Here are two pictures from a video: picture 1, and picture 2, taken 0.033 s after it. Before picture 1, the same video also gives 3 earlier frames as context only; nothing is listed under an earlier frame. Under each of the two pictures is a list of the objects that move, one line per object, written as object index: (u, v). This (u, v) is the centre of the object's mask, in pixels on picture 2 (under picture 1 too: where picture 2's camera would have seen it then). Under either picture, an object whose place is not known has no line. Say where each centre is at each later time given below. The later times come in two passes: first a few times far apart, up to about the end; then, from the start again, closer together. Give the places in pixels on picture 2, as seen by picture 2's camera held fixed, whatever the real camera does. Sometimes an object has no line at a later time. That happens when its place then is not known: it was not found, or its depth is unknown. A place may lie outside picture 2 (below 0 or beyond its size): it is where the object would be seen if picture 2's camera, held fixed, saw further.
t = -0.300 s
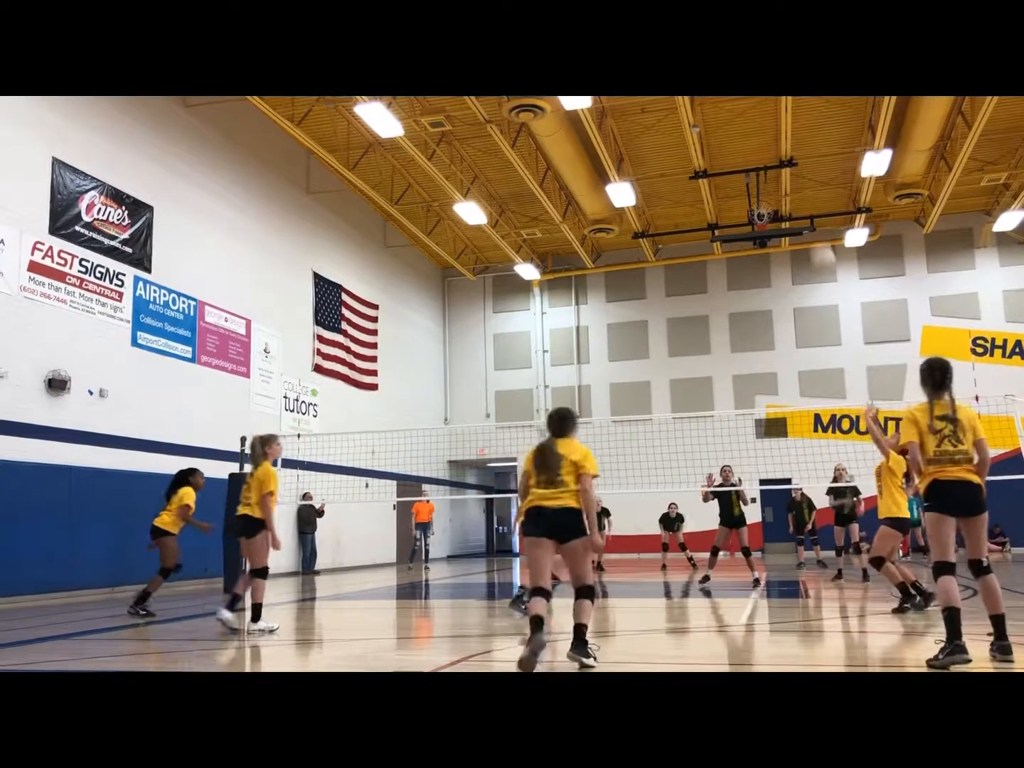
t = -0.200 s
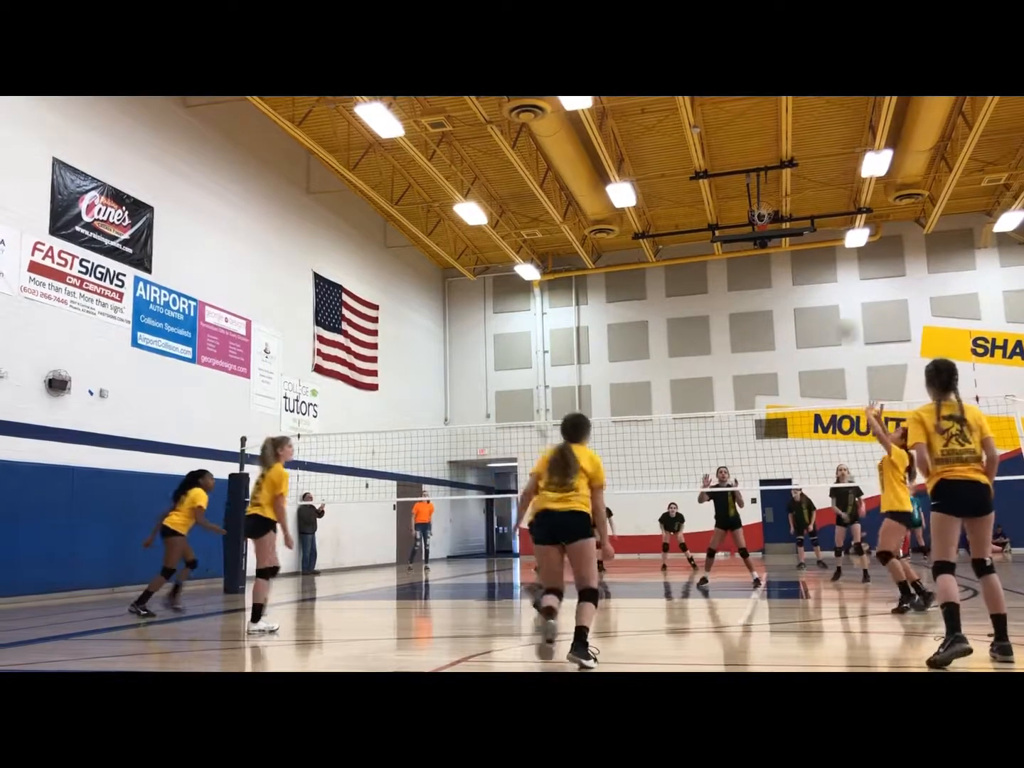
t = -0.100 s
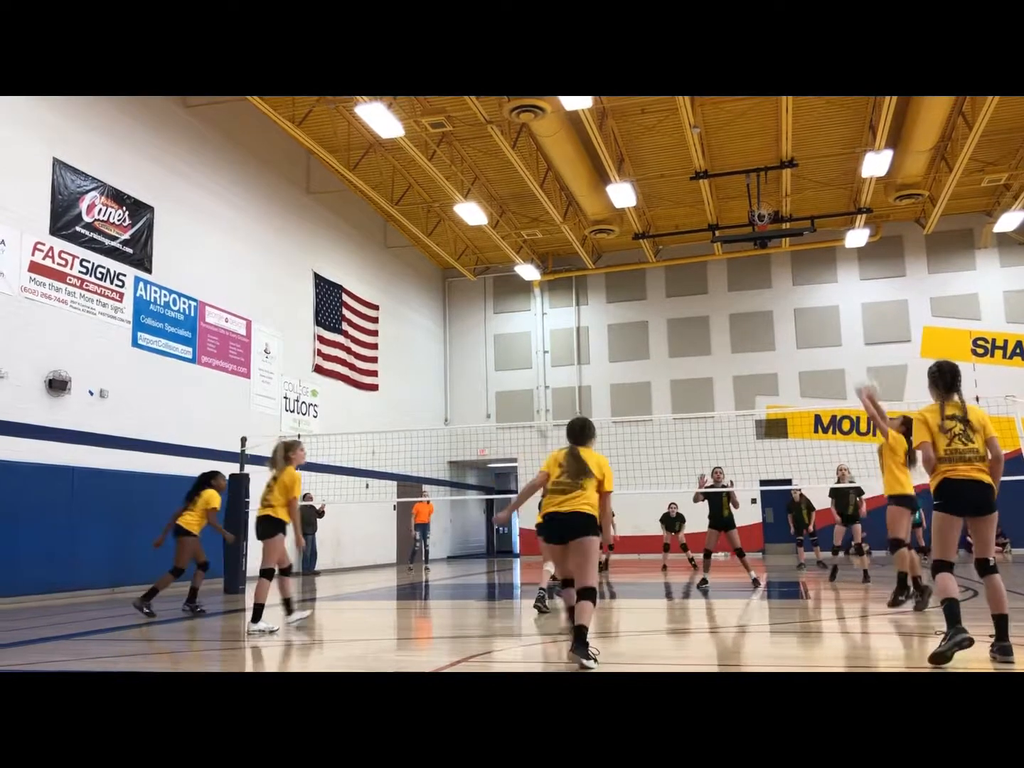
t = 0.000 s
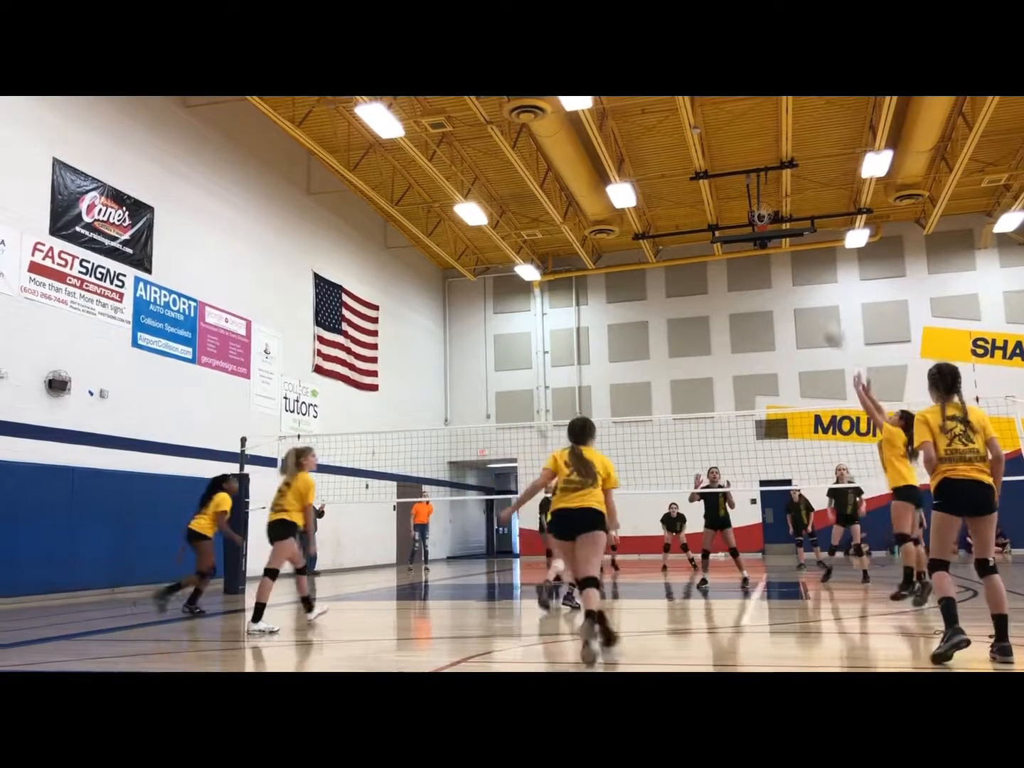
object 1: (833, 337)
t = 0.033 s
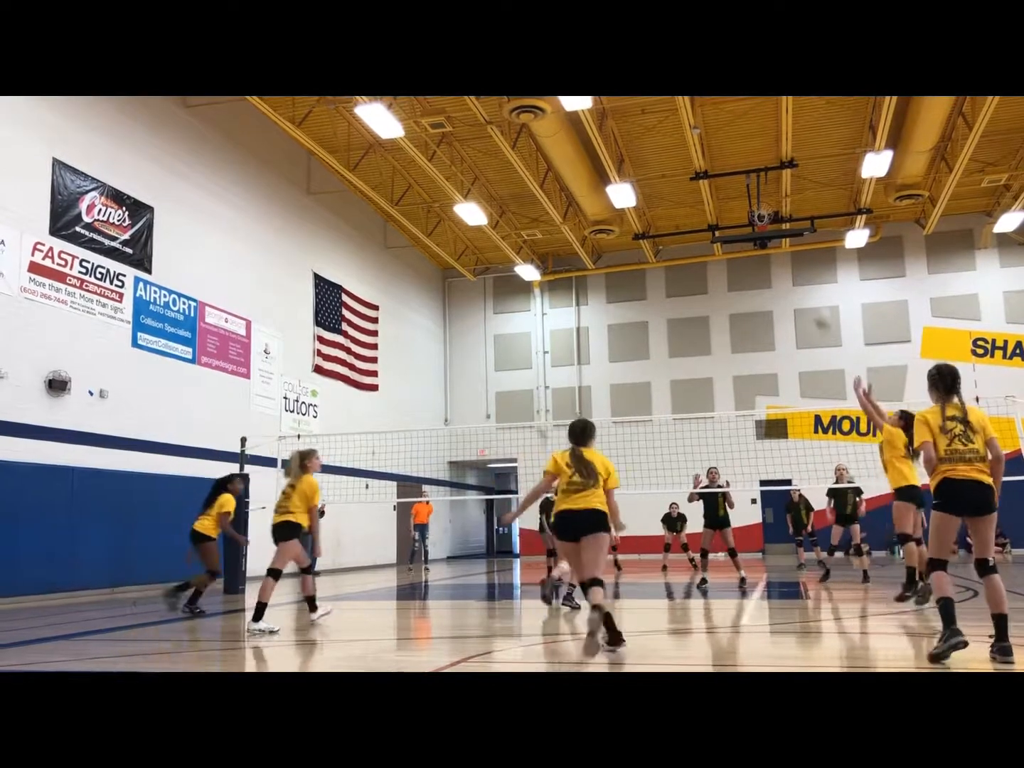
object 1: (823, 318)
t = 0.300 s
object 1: (754, 242)
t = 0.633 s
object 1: (689, 242)
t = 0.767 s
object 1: (667, 266)
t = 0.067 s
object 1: (814, 308)
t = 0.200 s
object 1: (778, 260)
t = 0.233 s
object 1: (769, 253)
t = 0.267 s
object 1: (762, 248)
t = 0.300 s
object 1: (754, 242)
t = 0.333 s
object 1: (747, 238)
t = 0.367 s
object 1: (740, 235)
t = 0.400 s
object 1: (732, 232)
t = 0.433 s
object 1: (725, 231)
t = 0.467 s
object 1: (719, 231)
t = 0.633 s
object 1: (689, 242)
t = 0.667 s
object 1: (683, 247)
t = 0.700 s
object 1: (678, 252)
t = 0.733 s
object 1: (672, 259)
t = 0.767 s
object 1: (667, 266)
